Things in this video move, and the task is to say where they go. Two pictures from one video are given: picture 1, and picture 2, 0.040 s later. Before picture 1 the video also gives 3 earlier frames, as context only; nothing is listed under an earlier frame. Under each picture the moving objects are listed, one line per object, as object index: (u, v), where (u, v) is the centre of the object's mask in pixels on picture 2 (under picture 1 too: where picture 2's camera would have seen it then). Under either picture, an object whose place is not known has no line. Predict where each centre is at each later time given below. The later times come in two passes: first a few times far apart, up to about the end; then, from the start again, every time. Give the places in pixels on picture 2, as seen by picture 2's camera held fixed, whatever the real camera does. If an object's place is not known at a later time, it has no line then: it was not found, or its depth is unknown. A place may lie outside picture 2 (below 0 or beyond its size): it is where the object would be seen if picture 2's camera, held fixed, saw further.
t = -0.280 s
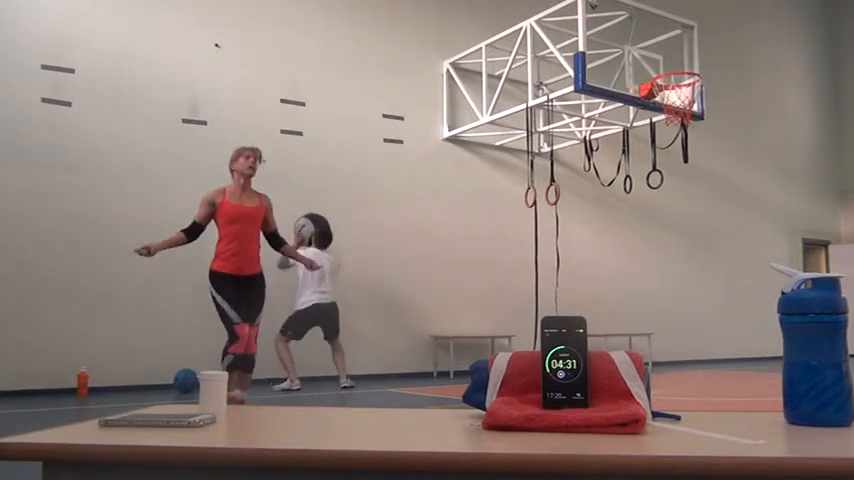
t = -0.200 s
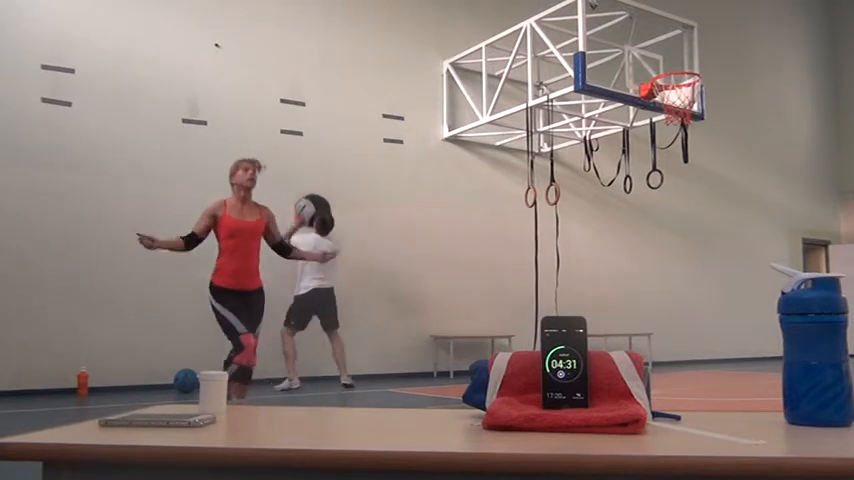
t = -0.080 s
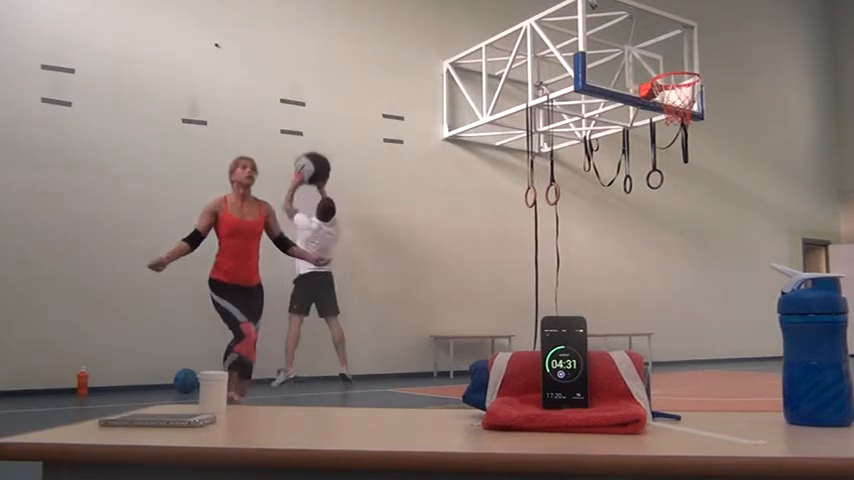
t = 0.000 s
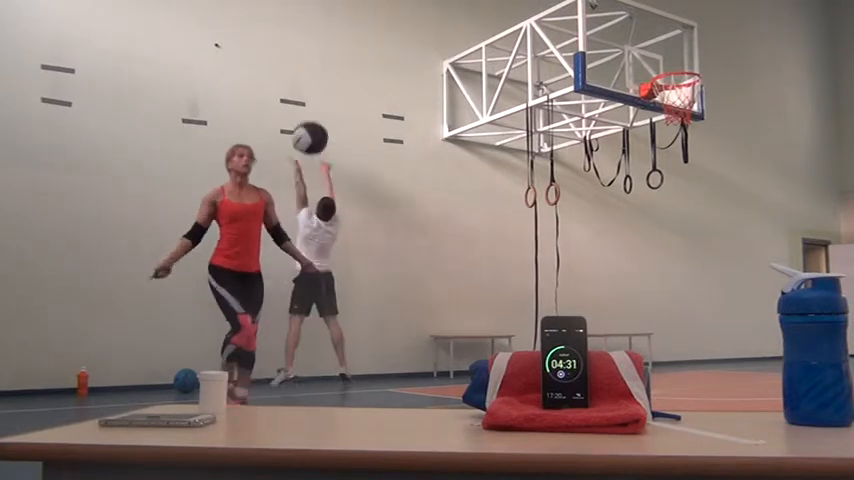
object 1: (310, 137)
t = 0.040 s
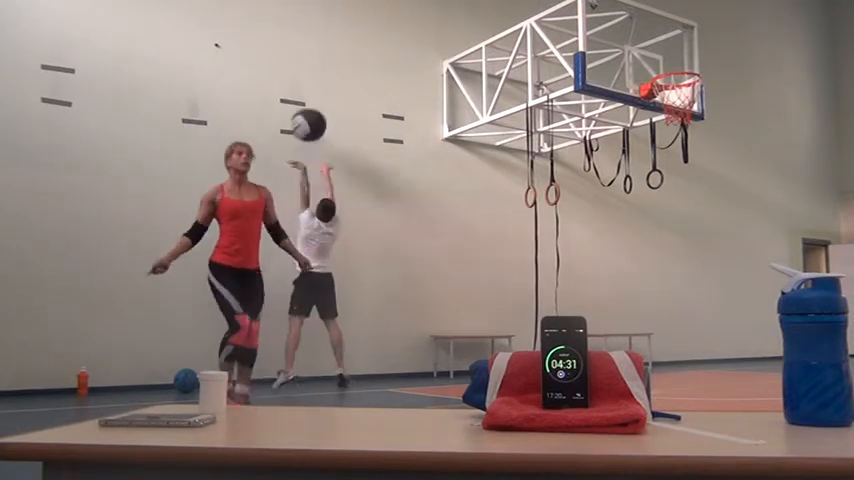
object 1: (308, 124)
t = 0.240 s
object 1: (301, 82)
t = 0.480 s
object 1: (302, 76)
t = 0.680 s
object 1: (309, 109)
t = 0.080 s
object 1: (306, 113)
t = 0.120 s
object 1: (305, 103)
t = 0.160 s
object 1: (304, 94)
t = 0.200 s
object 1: (302, 88)
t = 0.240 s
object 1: (301, 82)
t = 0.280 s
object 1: (299, 78)
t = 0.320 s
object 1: (298, 75)
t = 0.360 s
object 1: (298, 74)
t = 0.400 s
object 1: (300, 74)
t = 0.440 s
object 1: (301, 74)
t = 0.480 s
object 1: (302, 76)
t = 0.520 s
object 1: (304, 80)
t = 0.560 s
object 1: (305, 85)
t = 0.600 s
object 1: (306, 91)
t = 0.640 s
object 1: (307, 99)
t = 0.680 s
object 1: (309, 109)
